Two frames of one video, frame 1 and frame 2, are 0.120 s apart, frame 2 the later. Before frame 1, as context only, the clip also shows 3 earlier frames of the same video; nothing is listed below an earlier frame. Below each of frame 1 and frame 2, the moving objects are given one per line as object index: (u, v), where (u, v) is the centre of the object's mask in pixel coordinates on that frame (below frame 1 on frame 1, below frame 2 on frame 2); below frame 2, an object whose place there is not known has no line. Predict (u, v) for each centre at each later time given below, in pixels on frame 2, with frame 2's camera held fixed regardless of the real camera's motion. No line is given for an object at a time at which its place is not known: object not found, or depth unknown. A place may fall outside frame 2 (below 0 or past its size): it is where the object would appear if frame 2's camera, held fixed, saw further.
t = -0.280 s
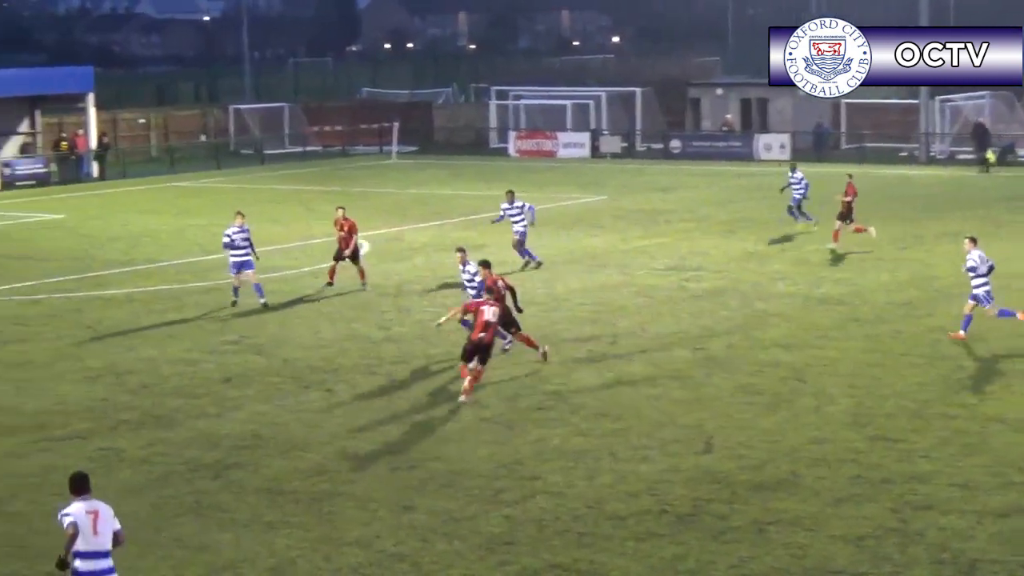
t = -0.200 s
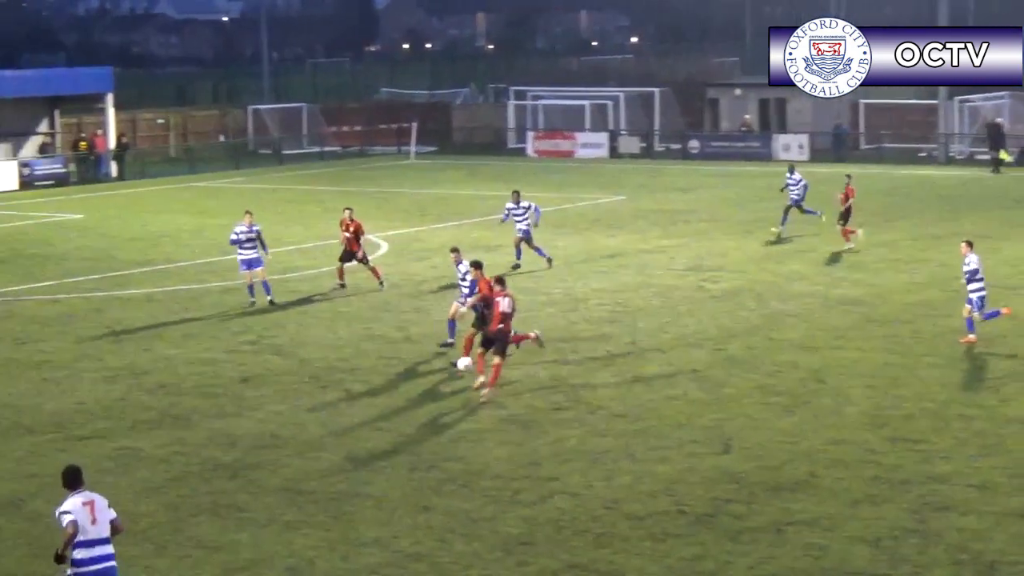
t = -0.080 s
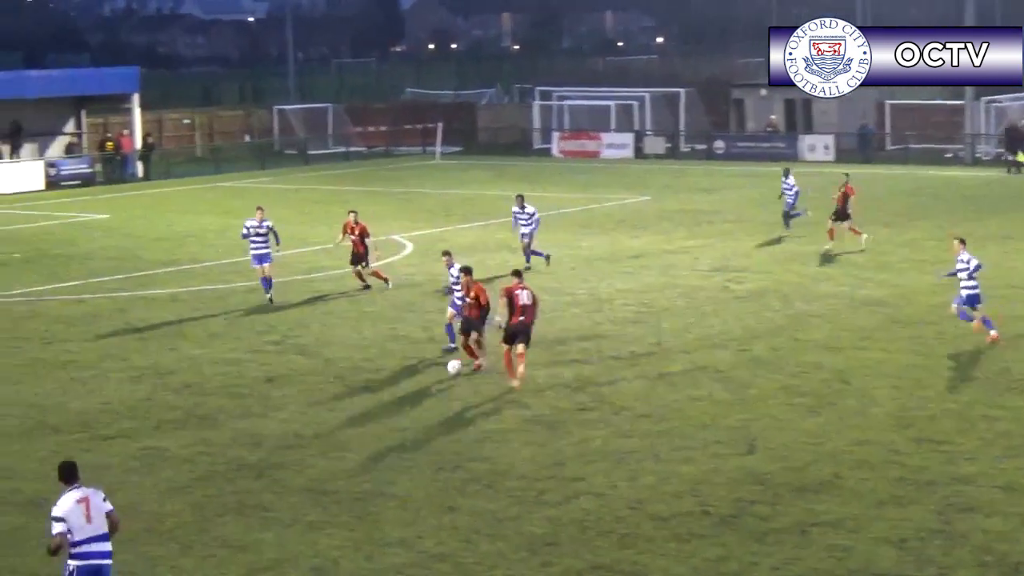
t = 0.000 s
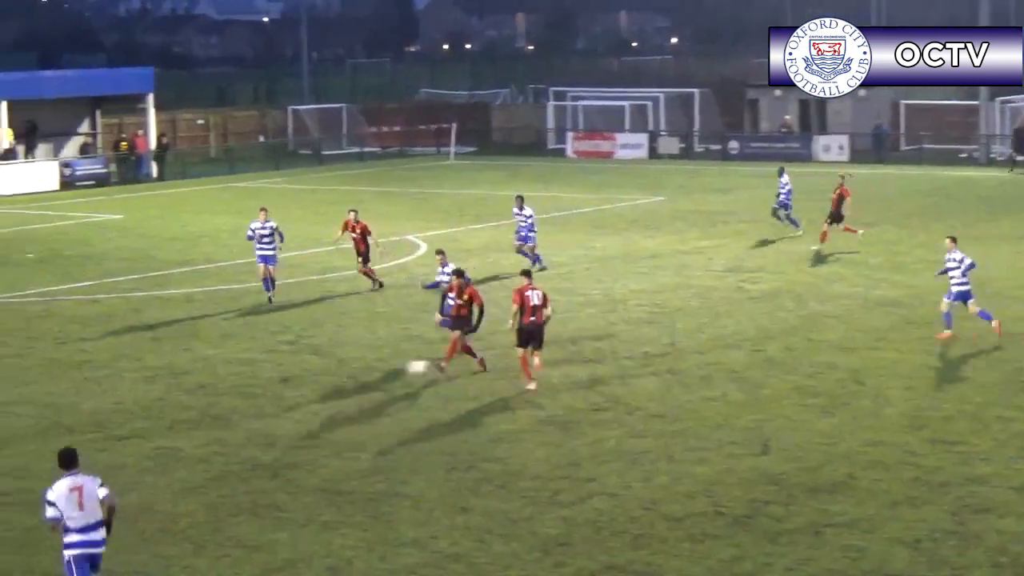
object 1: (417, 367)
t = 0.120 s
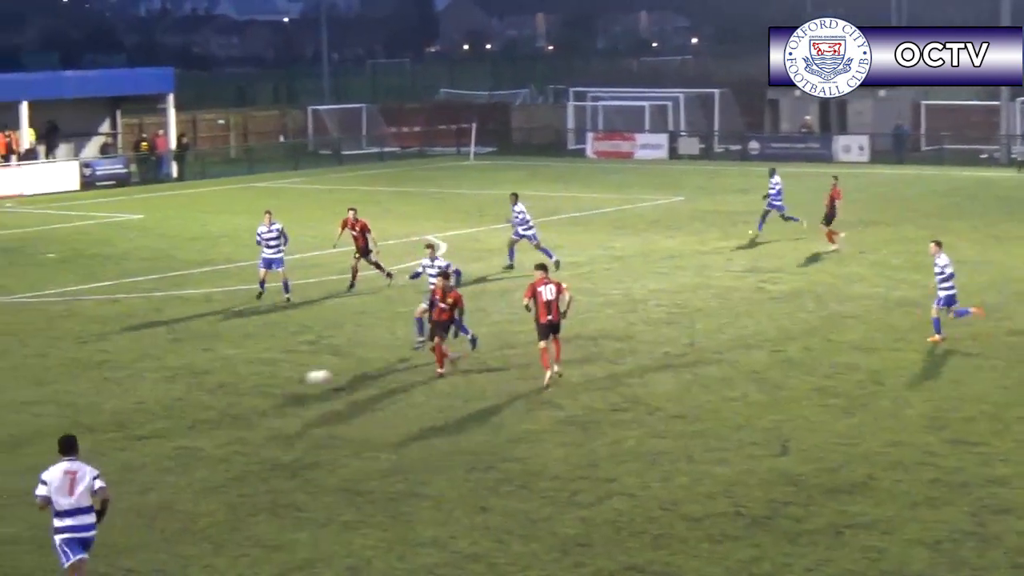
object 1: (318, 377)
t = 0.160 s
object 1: (277, 382)
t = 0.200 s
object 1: (237, 389)
